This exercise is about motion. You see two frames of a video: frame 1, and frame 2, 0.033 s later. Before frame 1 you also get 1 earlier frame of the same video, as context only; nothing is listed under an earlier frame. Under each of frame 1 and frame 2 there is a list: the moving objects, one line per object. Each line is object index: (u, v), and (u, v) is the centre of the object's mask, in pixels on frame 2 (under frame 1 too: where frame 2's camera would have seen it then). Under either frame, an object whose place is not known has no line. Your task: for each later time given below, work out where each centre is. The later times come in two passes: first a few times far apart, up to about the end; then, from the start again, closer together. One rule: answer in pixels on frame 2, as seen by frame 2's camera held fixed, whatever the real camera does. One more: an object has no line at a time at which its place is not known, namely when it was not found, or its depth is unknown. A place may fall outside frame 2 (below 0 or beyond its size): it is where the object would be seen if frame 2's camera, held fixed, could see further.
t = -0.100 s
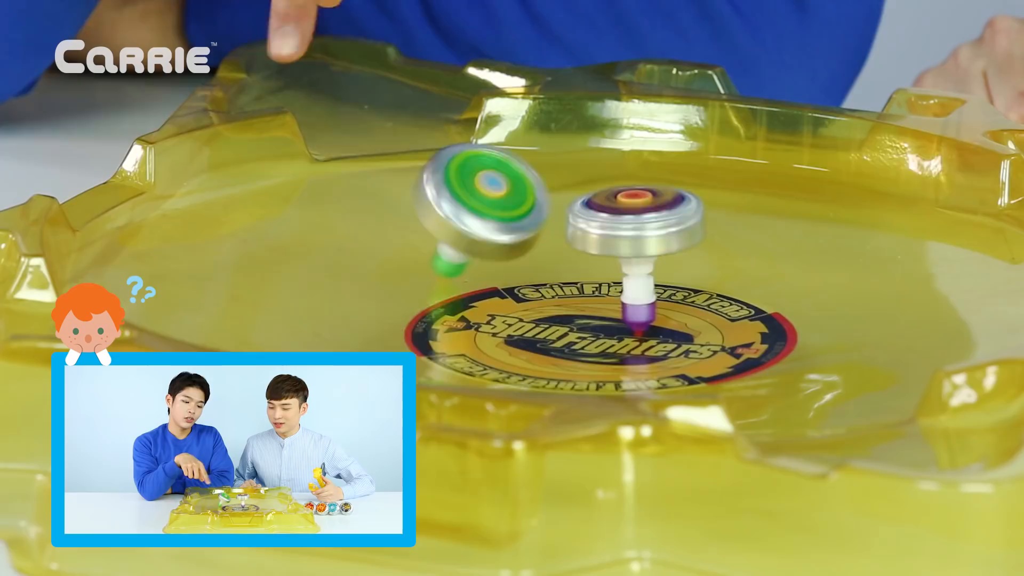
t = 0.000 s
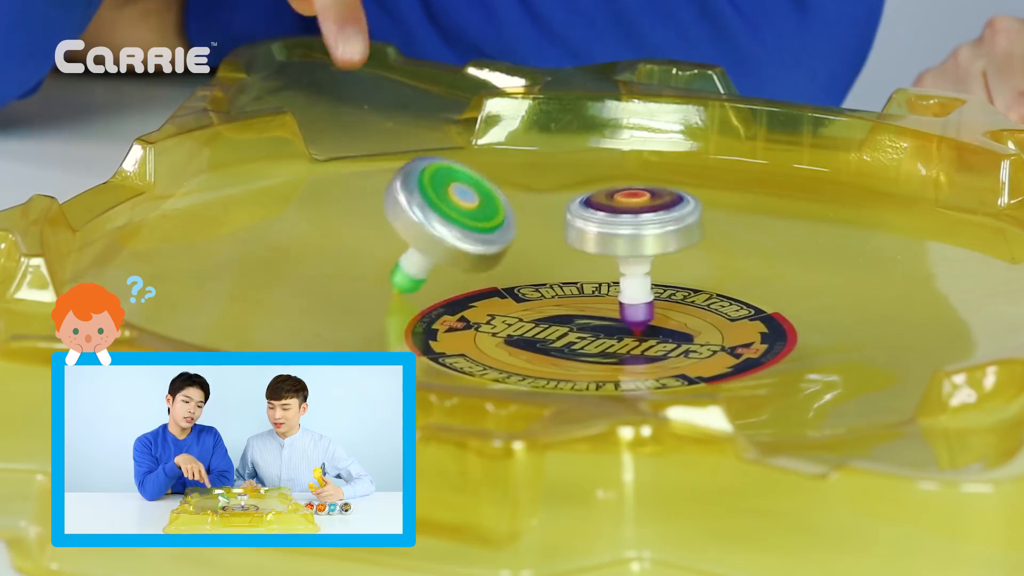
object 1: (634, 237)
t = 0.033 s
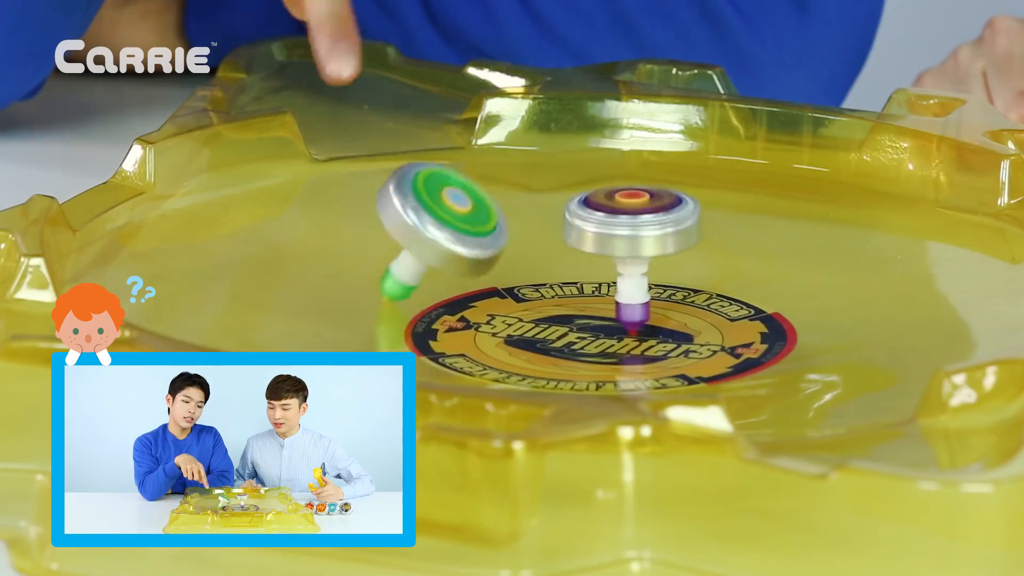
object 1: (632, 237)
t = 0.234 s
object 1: (603, 237)
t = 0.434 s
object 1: (574, 237)
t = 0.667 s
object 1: (542, 225)
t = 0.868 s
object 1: (535, 248)
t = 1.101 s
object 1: (537, 251)
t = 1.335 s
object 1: (544, 249)
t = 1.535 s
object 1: (542, 242)
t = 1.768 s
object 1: (535, 233)
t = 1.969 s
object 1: (539, 245)
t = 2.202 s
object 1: (568, 250)
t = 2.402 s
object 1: (595, 249)
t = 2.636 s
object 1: (621, 221)
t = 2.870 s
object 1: (621, 231)
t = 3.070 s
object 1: (602, 227)
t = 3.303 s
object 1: (571, 225)
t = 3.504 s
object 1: (551, 228)
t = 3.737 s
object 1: (547, 252)
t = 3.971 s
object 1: (608, 264)
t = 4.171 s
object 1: (667, 260)
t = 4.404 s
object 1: (678, 248)
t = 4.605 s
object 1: (632, 217)
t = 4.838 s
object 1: (558, 232)
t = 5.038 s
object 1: (505, 240)
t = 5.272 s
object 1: (484, 254)
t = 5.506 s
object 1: (509, 263)
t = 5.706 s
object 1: (536, 262)
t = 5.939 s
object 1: (615, 271)
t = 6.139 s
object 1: (687, 259)
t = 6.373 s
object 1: (704, 252)
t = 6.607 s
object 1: (713, 285)
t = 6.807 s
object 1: (740, 272)
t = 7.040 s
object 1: (715, 272)
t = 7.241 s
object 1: (684, 274)
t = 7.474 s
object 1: (658, 280)
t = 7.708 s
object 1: (644, 281)
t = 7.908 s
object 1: (691, 245)
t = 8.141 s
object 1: (608, 238)
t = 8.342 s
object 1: (610, 277)
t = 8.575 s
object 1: (671, 338)
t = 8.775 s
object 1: (560, 343)
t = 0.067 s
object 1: (628, 237)
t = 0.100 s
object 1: (623, 237)
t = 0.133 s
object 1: (618, 237)
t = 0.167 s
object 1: (613, 236)
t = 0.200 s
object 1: (608, 236)
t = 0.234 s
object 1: (603, 237)
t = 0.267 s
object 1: (598, 237)
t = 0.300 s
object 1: (591, 237)
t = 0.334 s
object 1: (586, 236)
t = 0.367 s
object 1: (583, 237)
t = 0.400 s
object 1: (578, 237)
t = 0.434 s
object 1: (574, 237)
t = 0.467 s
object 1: (569, 235)
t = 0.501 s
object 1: (565, 225)
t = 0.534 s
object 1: (561, 223)
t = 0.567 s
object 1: (556, 222)
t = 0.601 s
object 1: (550, 222)
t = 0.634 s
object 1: (546, 223)
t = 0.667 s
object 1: (542, 225)
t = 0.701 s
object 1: (539, 242)
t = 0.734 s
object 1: (539, 245)
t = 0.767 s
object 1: (538, 245)
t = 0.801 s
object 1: (537, 246)
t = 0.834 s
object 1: (537, 248)
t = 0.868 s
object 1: (535, 248)
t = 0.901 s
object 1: (535, 249)
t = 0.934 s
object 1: (535, 249)
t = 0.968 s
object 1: (535, 250)
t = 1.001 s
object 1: (535, 250)
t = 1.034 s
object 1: (536, 251)
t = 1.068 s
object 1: (536, 251)
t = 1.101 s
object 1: (537, 251)
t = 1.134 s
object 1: (538, 251)
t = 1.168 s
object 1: (540, 251)
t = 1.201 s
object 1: (542, 251)
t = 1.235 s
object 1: (543, 251)
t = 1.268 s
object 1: (543, 250)
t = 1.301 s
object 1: (543, 249)
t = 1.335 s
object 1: (544, 249)
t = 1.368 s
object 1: (544, 248)
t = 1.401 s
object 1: (544, 247)
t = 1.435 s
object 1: (544, 246)
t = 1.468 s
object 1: (543, 244)
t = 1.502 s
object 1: (542, 243)
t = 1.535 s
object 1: (542, 242)
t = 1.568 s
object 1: (540, 241)
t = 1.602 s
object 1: (539, 240)
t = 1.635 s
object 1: (538, 237)
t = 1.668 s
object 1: (537, 236)
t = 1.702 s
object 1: (536, 235)
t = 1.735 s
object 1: (534, 234)
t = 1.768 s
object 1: (535, 233)
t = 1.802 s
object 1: (536, 235)
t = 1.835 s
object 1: (537, 238)
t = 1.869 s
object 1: (538, 240)
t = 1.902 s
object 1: (538, 242)
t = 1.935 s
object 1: (538, 243)
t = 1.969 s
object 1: (539, 245)
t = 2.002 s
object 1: (543, 245)
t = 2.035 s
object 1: (547, 247)
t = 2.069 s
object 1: (550, 248)
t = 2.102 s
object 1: (554, 249)
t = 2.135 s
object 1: (558, 249)
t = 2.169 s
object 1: (563, 249)
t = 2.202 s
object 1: (568, 250)
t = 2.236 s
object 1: (573, 250)
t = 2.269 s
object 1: (578, 251)
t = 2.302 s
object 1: (582, 250)
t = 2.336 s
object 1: (587, 249)
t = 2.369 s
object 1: (592, 250)
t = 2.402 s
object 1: (595, 249)
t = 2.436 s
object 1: (600, 248)
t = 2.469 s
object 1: (604, 246)
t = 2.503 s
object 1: (609, 243)
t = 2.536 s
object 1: (615, 238)
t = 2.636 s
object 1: (621, 221)
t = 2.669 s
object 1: (620, 220)
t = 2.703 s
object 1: (620, 219)
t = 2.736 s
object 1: (623, 218)
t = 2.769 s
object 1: (625, 219)
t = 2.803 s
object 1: (624, 228)
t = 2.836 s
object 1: (623, 232)
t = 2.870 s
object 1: (621, 231)
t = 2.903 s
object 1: (620, 230)
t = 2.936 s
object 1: (620, 230)
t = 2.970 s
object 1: (617, 229)
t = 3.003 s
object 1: (612, 229)
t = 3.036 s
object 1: (607, 228)
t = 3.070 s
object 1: (602, 227)
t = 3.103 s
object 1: (598, 227)
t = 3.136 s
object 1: (593, 226)
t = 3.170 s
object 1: (588, 226)
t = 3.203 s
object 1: (583, 225)
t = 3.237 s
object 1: (580, 225)
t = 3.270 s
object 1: (575, 225)
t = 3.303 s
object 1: (571, 225)
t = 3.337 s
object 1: (567, 226)
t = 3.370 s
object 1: (563, 226)
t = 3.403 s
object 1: (560, 225)
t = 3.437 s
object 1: (557, 226)
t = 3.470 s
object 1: (554, 227)
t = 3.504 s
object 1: (551, 228)
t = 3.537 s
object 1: (550, 228)
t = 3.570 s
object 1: (548, 229)
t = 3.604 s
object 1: (547, 232)
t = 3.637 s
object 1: (546, 238)
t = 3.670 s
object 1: (545, 244)
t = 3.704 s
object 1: (546, 248)
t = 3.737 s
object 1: (547, 252)
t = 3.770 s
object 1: (552, 255)
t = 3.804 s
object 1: (557, 257)
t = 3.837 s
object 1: (564, 259)
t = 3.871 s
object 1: (574, 260)
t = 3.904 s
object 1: (585, 262)
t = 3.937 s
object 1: (597, 264)
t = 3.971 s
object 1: (608, 264)
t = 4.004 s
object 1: (619, 265)
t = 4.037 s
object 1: (630, 265)
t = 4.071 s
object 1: (640, 264)
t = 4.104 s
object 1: (651, 264)
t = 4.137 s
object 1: (658, 263)
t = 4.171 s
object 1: (667, 260)
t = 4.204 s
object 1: (673, 260)
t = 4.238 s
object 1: (677, 258)
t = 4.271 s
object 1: (680, 255)
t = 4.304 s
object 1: (682, 254)
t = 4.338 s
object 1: (682, 252)
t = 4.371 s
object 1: (680, 250)
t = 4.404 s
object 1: (678, 248)
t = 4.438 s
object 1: (675, 245)
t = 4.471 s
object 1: (671, 243)
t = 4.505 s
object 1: (667, 236)
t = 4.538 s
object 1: (660, 219)
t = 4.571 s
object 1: (648, 217)
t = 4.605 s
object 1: (632, 217)
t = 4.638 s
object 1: (620, 218)
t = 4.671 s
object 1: (611, 227)
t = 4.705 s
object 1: (603, 232)
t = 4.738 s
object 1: (593, 232)
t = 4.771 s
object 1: (582, 232)
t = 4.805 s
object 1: (570, 233)
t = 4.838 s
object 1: (558, 232)
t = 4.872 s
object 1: (549, 232)
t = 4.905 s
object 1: (538, 234)
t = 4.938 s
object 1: (528, 234)
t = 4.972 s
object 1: (520, 236)
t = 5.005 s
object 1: (513, 238)
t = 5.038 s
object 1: (505, 240)
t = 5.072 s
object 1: (499, 242)
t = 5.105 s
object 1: (495, 244)
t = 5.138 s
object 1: (489, 247)
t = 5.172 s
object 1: (486, 248)
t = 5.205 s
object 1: (484, 250)
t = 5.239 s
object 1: (483, 252)
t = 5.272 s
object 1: (484, 254)
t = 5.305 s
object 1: (485, 256)
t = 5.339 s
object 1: (488, 257)
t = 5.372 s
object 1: (491, 259)
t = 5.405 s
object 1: (494, 260)
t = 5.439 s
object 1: (499, 262)
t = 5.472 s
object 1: (504, 263)
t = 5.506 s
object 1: (509, 263)
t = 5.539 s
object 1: (514, 265)
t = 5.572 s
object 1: (519, 265)
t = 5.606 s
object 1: (524, 264)
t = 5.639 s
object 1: (530, 264)
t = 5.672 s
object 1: (533, 264)
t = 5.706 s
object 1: (536, 262)
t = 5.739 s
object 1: (541, 261)
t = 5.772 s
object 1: (561, 267)
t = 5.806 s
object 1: (578, 269)
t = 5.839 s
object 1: (590, 271)
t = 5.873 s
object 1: (599, 272)
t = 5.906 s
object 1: (606, 272)
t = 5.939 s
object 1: (615, 271)
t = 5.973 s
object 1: (623, 270)
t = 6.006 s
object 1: (629, 268)
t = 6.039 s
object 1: (635, 266)
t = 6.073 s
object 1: (642, 264)
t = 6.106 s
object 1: (655, 263)
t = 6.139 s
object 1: (687, 259)
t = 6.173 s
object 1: (710, 256)
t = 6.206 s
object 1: (723, 253)
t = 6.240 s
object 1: (729, 252)
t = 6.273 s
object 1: (727, 251)
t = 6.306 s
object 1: (721, 250)
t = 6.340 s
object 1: (713, 252)
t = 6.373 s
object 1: (704, 252)
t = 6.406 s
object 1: (696, 256)
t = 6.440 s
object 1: (695, 260)
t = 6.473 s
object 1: (697, 266)
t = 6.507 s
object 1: (700, 272)
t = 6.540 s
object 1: (703, 278)
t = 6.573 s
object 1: (705, 280)
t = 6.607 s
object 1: (713, 285)
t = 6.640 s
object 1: (724, 283)
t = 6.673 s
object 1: (730, 281)
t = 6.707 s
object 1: (738, 280)
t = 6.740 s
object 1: (743, 274)
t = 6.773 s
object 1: (741, 274)
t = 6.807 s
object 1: (740, 272)
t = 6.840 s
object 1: (737, 271)
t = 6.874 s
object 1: (734, 272)
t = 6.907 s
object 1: (732, 276)
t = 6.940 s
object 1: (731, 275)
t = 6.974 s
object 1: (728, 277)
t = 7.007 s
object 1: (723, 274)
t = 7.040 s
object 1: (715, 272)
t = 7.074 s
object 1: (708, 271)
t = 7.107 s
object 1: (706, 268)
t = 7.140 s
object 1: (702, 271)
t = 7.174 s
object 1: (698, 269)
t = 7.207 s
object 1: (691, 270)
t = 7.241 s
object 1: (684, 274)
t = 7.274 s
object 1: (674, 277)
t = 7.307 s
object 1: (664, 278)
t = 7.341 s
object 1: (657, 285)
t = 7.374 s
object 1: (656, 286)
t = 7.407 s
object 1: (658, 283)
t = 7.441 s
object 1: (660, 284)
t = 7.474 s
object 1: (658, 280)
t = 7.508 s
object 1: (656, 280)
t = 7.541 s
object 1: (654, 279)
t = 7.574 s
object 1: (651, 283)
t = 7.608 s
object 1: (652, 284)
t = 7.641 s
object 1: (652, 287)
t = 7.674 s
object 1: (649, 282)
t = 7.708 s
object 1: (644, 281)
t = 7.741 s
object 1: (641, 280)
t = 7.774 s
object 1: (647, 279)
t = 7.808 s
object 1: (665, 262)
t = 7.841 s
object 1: (683, 263)
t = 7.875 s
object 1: (691, 243)
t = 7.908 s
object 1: (691, 245)
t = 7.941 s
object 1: (682, 230)
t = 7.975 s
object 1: (674, 228)
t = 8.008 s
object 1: (663, 227)
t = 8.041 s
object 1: (649, 225)
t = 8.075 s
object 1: (634, 228)
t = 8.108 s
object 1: (621, 233)
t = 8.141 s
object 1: (608, 238)
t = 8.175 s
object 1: (597, 247)
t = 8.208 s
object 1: (590, 256)
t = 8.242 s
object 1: (590, 261)
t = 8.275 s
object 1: (592, 271)
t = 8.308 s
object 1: (599, 276)
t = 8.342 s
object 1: (610, 277)
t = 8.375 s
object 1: (627, 280)
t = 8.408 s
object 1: (644, 290)
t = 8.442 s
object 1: (658, 306)
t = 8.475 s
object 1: (669, 317)
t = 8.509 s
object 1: (677, 327)
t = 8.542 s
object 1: (678, 333)
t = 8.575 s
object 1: (671, 338)
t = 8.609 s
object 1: (660, 340)
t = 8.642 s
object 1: (647, 342)
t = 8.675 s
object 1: (631, 343)
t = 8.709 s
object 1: (612, 343)
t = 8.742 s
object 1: (588, 343)
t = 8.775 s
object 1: (560, 343)
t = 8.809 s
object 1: (533, 341)
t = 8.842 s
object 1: (511, 339)
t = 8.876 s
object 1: (491, 338)
